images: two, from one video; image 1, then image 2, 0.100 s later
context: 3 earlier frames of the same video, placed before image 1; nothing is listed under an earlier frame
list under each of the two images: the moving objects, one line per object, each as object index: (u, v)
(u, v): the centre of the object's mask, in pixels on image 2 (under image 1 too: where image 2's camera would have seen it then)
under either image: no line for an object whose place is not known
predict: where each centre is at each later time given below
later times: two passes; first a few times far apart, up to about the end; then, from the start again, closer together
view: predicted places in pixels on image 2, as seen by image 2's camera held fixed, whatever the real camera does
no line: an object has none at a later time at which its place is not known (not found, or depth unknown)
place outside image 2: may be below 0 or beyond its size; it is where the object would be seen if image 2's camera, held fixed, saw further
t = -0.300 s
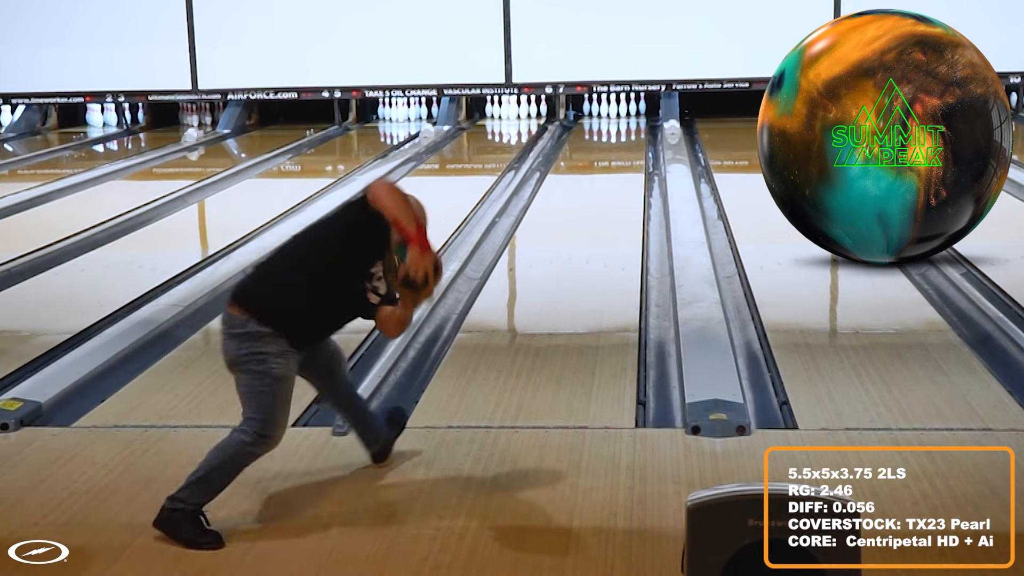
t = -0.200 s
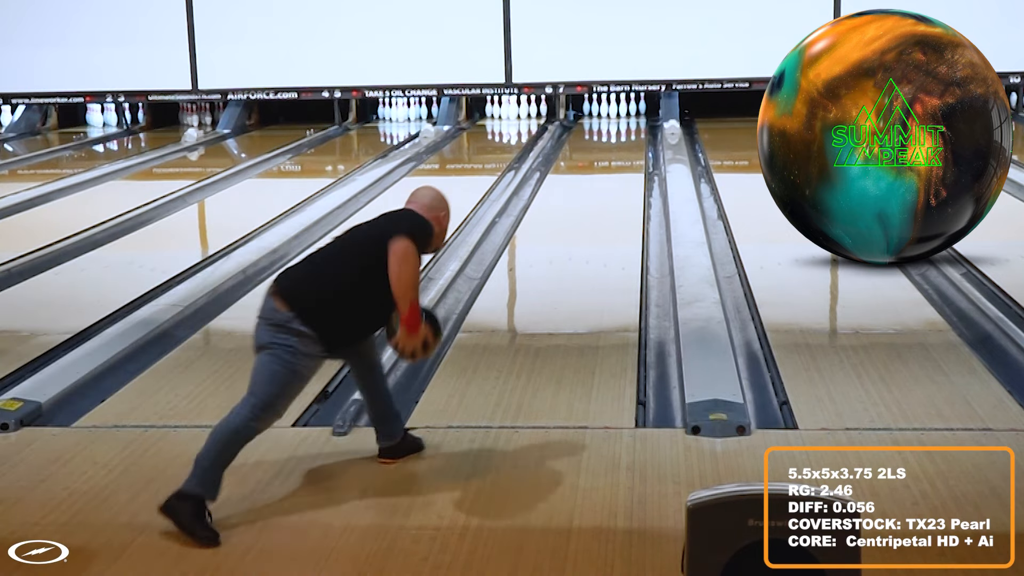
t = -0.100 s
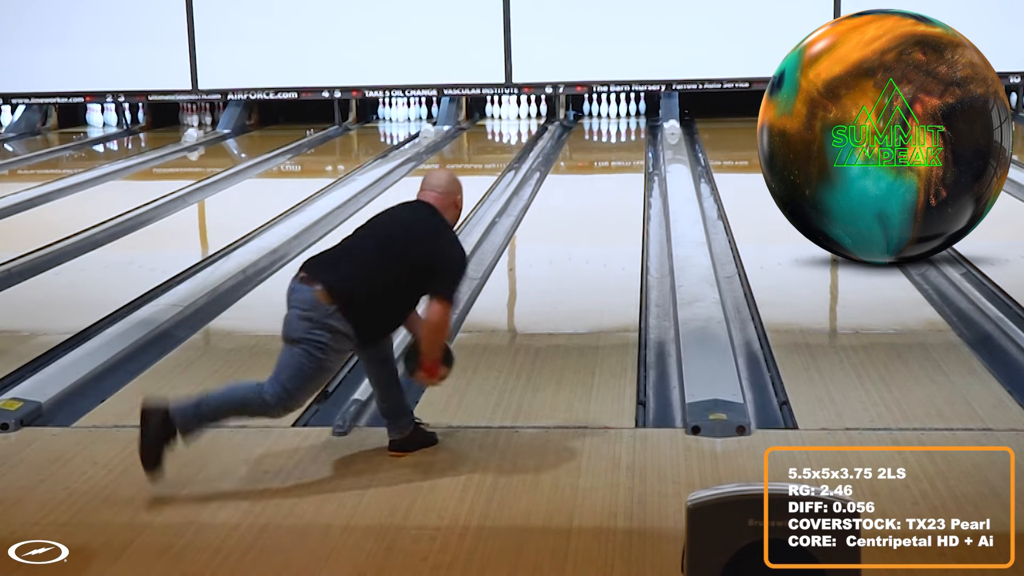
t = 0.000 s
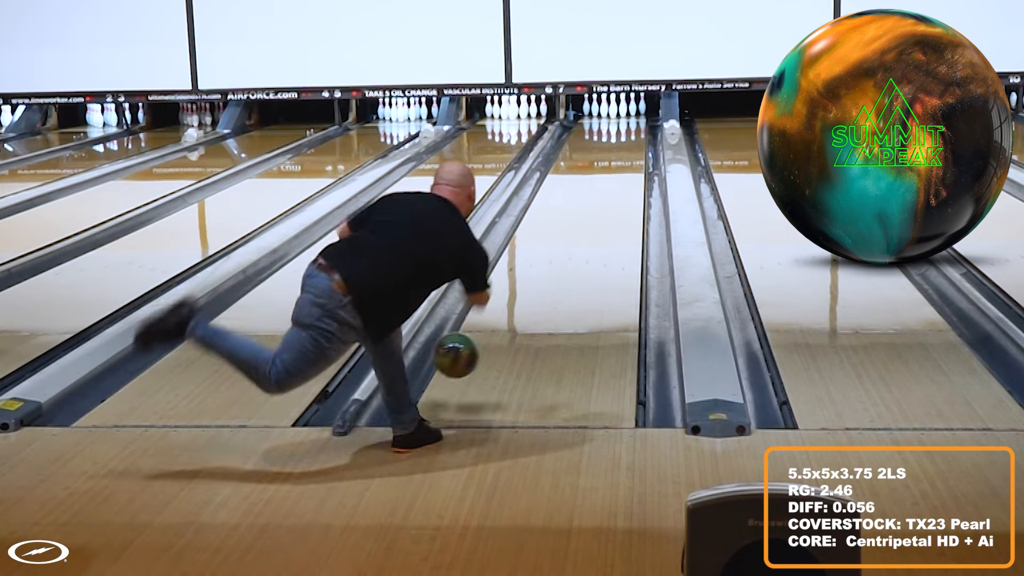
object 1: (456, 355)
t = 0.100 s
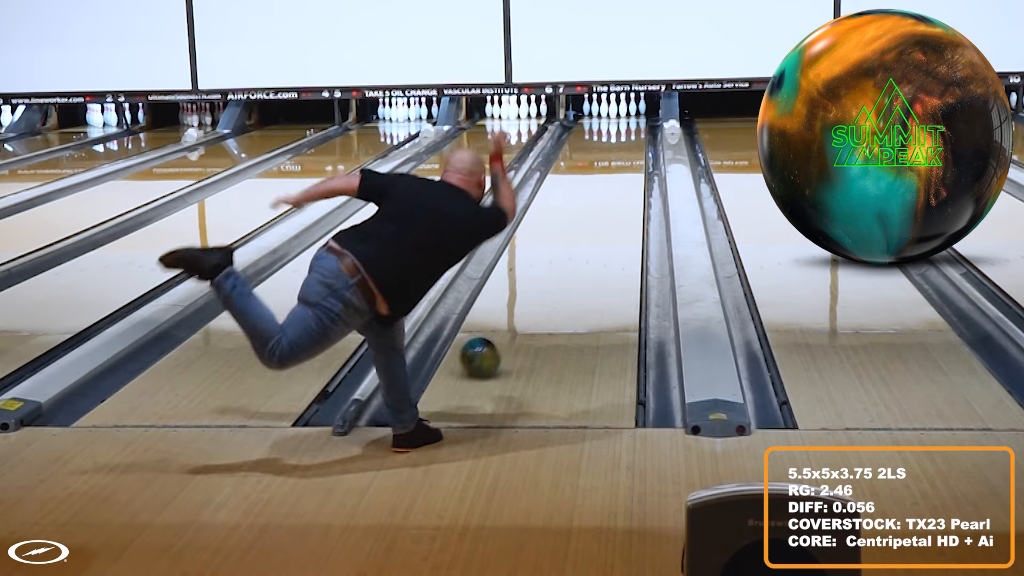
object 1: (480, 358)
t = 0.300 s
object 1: (516, 302)
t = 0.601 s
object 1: (553, 245)
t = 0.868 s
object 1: (576, 210)
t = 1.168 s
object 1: (594, 180)
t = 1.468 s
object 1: (607, 158)
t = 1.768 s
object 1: (615, 140)
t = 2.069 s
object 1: (615, 127)
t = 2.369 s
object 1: (610, 116)
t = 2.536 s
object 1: (601, 112)
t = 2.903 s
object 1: (572, 115)
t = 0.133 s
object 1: (487, 347)
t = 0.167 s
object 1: (493, 337)
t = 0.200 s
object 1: (499, 327)
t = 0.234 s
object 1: (505, 319)
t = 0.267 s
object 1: (511, 311)
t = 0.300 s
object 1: (516, 302)
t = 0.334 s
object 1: (521, 295)
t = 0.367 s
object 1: (526, 287)
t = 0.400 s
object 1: (531, 281)
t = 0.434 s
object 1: (535, 274)
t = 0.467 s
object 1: (539, 268)
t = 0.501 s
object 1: (543, 262)
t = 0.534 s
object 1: (547, 256)
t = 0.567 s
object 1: (550, 251)
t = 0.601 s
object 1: (553, 245)
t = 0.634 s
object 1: (557, 241)
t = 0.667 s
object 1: (560, 236)
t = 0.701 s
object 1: (563, 231)
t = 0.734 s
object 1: (566, 227)
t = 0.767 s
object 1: (568, 223)
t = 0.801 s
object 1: (571, 218)
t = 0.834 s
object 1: (573, 214)
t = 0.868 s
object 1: (576, 210)
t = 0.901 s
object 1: (578, 207)
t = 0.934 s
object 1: (580, 203)
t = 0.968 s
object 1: (583, 199)
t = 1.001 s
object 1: (585, 196)
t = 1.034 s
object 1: (587, 192)
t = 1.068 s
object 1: (589, 189)
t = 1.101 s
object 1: (590, 186)
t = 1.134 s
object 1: (592, 183)
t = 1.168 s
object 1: (594, 180)
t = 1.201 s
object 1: (595, 178)
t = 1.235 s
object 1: (597, 175)
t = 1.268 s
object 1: (599, 172)
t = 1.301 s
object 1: (600, 169)
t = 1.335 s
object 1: (602, 167)
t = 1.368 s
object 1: (603, 165)
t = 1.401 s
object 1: (605, 162)
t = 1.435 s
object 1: (605, 160)
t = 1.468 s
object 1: (607, 158)
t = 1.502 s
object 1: (608, 155)
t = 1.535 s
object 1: (610, 153)
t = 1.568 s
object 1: (610, 152)
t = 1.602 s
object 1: (612, 149)
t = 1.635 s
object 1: (613, 148)
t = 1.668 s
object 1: (613, 146)
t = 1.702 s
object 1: (613, 144)
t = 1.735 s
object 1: (615, 142)
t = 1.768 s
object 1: (615, 140)
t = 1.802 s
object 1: (616, 138)
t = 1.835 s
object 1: (616, 137)
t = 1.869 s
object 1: (616, 136)
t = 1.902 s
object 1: (617, 134)
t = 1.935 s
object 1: (617, 133)
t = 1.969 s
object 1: (617, 131)
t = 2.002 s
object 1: (616, 130)
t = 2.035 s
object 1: (616, 129)
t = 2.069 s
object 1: (615, 127)
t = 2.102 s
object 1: (615, 126)
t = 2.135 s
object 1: (615, 125)
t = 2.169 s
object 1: (614, 123)
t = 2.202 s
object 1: (614, 123)
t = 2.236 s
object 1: (613, 121)
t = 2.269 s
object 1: (613, 120)
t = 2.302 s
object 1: (612, 119)
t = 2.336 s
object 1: (611, 117)
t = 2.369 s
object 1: (610, 116)
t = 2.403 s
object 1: (608, 116)
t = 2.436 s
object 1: (607, 114)
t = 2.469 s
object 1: (605, 113)
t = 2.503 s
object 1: (604, 113)
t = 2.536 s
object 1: (601, 112)
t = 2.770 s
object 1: (578, 108)
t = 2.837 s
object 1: (574, 110)
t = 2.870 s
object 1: (572, 112)
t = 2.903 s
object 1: (572, 115)
